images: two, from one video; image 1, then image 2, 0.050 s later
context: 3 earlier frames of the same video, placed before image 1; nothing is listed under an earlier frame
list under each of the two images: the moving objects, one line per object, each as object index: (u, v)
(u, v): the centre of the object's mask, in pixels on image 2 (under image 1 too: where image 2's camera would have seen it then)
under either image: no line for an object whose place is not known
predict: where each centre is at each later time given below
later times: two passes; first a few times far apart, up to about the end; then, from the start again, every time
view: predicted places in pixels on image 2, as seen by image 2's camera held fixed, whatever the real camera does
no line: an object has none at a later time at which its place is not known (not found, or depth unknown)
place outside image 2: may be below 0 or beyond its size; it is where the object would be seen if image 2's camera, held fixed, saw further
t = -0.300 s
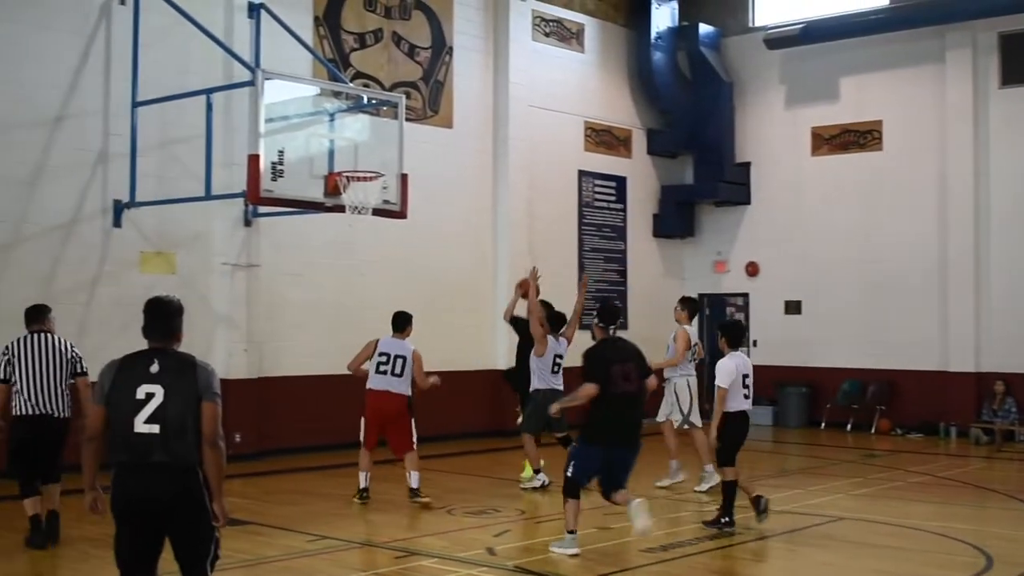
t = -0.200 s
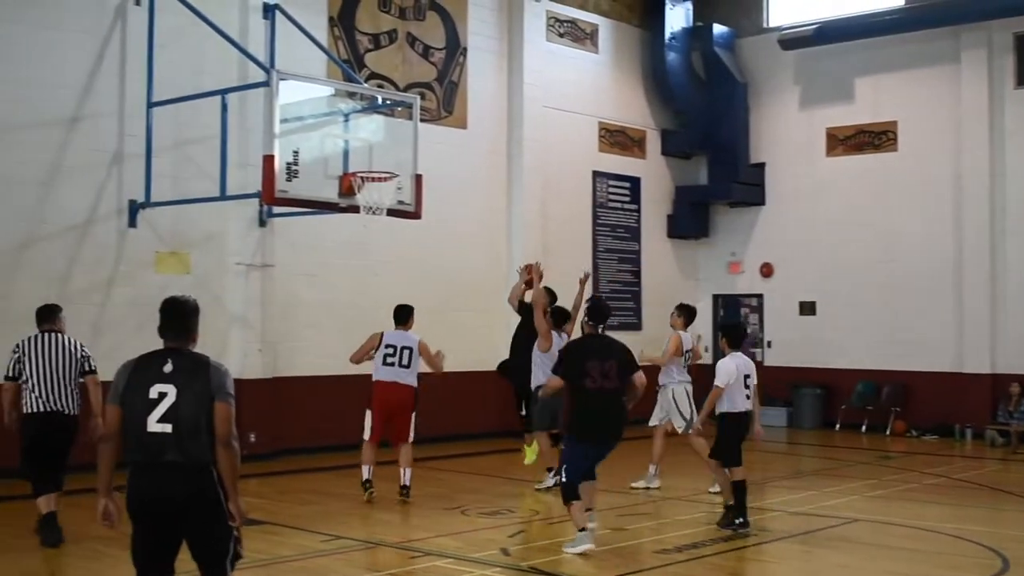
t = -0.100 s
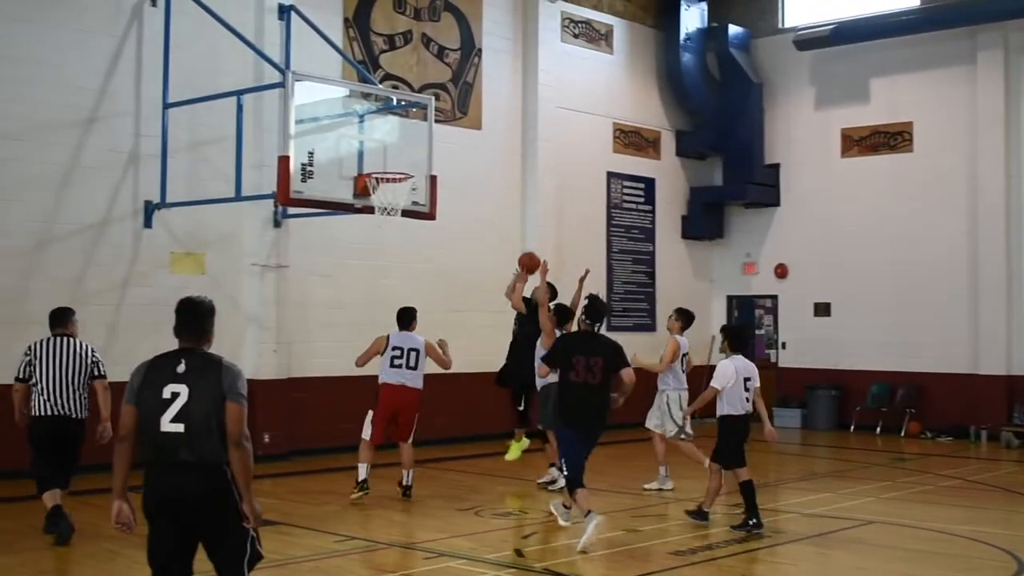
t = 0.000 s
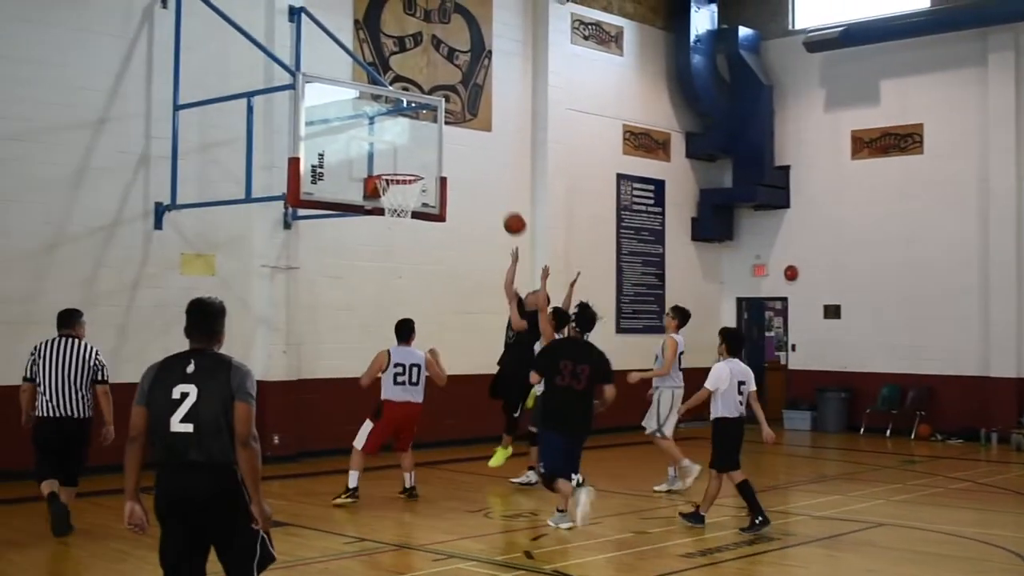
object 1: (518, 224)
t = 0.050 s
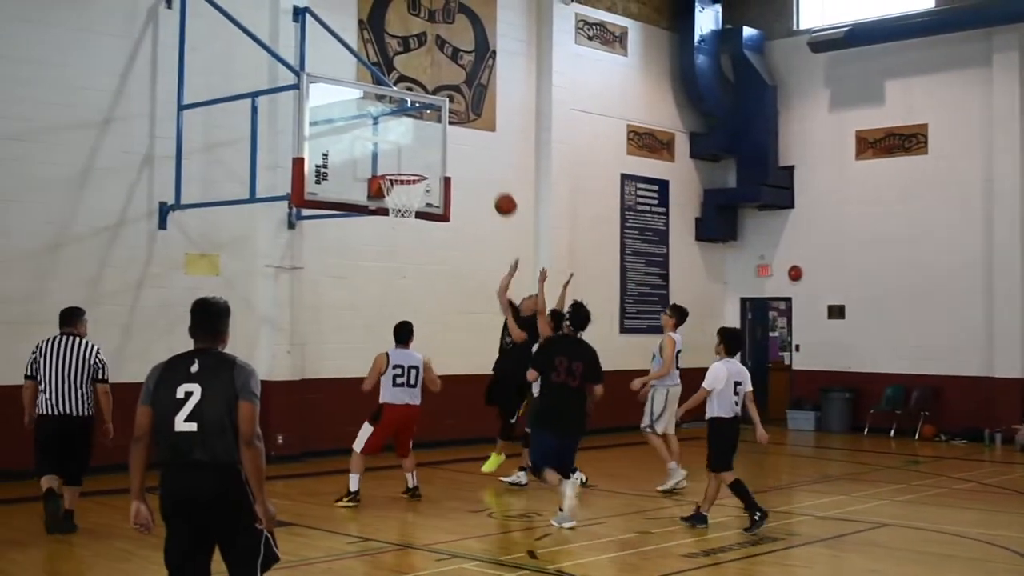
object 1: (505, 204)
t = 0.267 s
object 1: (447, 148)
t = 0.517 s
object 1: (411, 139)
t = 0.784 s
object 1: (405, 194)
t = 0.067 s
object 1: (500, 198)
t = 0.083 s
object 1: (496, 193)
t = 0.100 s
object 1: (492, 187)
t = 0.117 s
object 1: (487, 182)
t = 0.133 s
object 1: (483, 177)
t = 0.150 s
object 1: (478, 173)
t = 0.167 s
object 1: (474, 168)
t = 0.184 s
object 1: (469, 164)
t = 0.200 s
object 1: (465, 160)
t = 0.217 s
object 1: (460, 157)
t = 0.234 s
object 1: (456, 154)
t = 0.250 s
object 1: (451, 151)
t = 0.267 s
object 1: (447, 148)
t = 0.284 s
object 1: (442, 146)
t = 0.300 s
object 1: (438, 143)
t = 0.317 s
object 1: (434, 140)
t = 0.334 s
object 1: (429, 139)
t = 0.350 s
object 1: (425, 137)
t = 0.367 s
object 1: (420, 136)
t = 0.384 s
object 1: (416, 135)
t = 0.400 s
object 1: (415, 135)
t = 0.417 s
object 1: (415, 135)
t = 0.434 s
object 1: (414, 135)
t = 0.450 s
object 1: (413, 135)
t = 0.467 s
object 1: (413, 136)
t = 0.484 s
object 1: (412, 136)
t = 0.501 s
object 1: (411, 138)
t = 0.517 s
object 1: (411, 139)
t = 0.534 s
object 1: (410, 141)
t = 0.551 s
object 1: (409, 143)
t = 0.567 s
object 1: (408, 145)
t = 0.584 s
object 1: (407, 148)
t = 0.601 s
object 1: (406, 150)
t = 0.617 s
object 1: (405, 154)
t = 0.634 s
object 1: (404, 157)
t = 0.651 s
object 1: (404, 161)
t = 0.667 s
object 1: (403, 165)
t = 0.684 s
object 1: (402, 167)
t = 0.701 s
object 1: (401, 171)
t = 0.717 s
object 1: (401, 178)
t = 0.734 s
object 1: (402, 182)
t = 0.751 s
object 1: (402, 187)
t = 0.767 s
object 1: (403, 190)
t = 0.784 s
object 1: (405, 194)
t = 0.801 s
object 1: (406, 200)
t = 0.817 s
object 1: (406, 207)
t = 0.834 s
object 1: (408, 212)
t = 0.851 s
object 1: (408, 217)
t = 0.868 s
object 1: (409, 221)
